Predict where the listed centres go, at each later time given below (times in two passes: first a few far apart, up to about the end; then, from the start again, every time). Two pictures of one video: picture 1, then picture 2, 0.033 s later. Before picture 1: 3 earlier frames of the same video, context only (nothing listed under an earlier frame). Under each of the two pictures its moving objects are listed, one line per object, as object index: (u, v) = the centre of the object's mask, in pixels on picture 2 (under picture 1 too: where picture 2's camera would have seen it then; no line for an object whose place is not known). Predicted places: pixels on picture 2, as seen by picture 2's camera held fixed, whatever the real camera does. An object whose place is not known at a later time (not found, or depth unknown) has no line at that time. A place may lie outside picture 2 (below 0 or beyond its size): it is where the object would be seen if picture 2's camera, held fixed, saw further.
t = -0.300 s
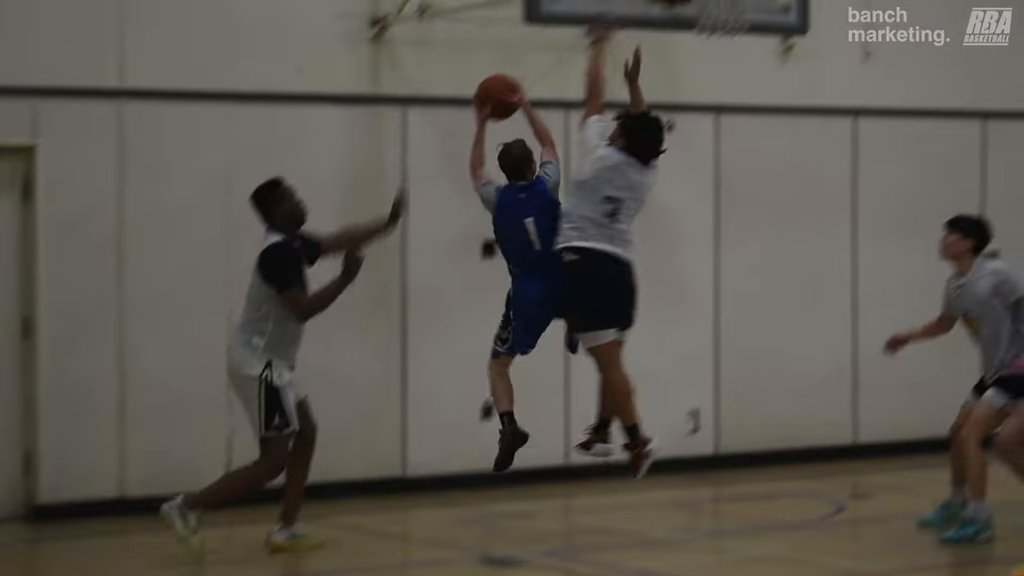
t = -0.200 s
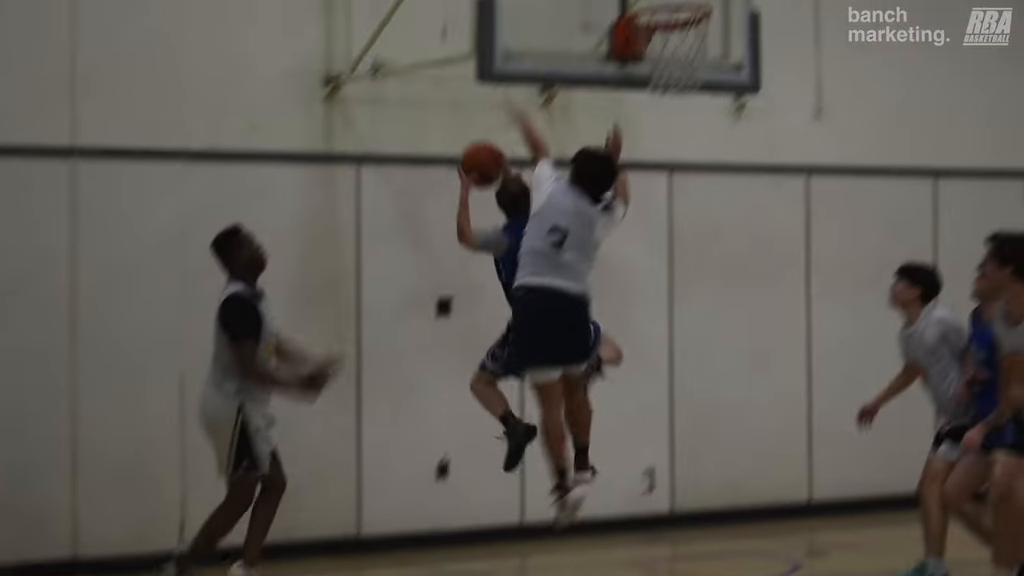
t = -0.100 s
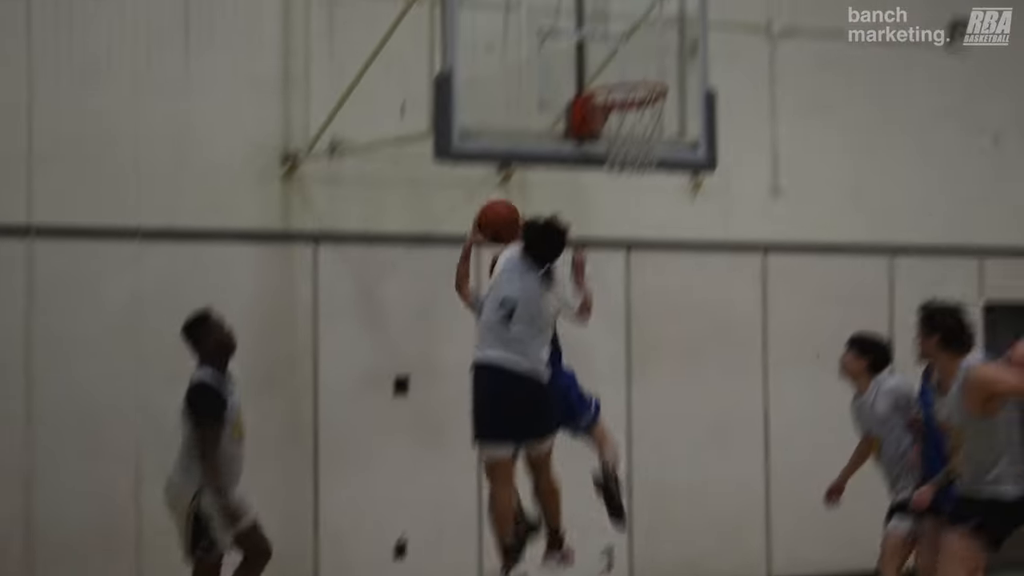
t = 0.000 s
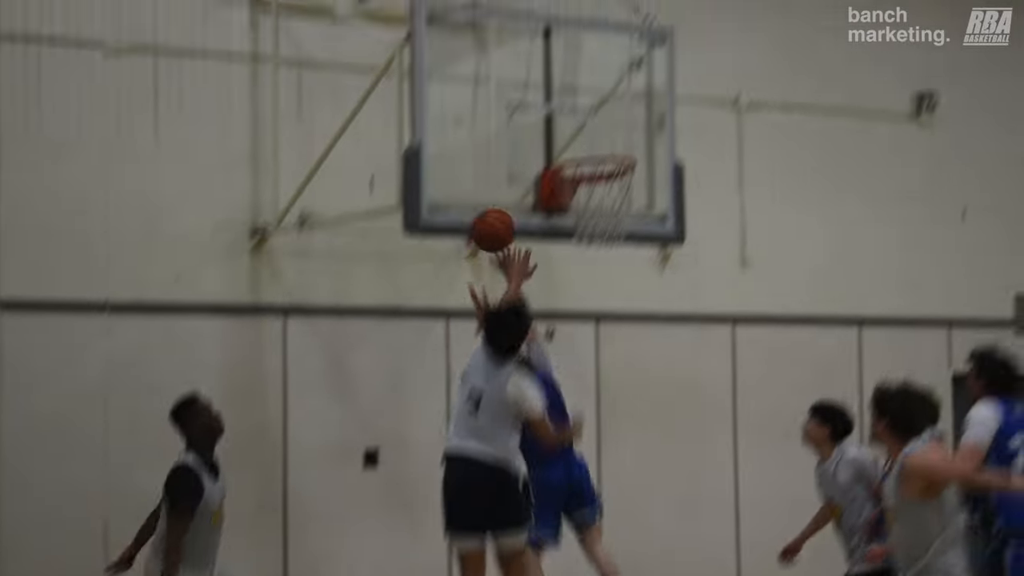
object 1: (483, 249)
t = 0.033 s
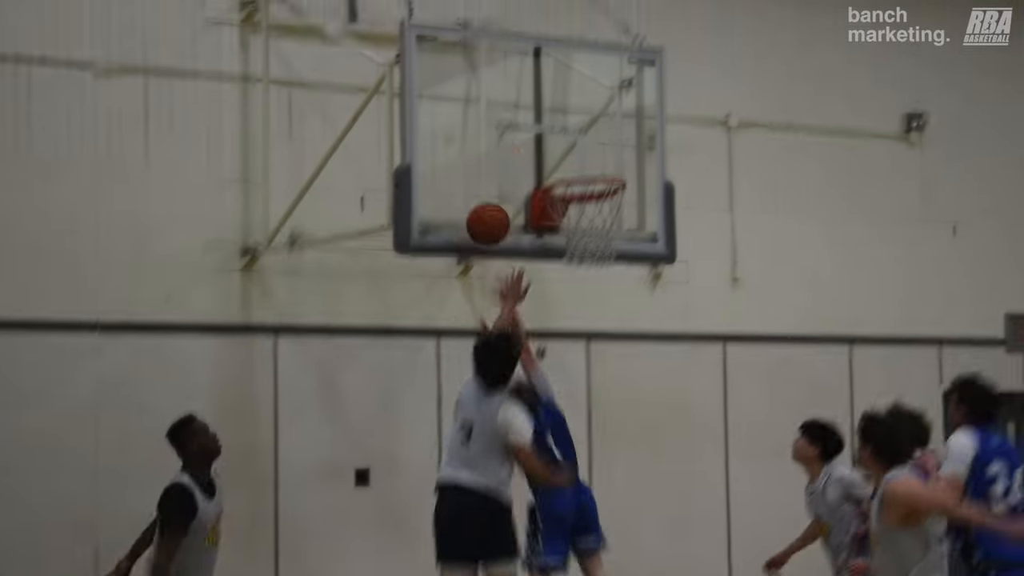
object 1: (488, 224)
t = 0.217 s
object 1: (518, 140)
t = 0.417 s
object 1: (570, 149)
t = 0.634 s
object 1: (597, 228)
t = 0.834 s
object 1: (579, 320)
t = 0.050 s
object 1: (490, 212)
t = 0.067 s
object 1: (492, 201)
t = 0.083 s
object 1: (494, 190)
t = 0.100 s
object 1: (496, 180)
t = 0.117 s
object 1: (498, 170)
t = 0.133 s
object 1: (500, 161)
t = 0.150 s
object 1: (502, 153)
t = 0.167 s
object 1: (506, 148)
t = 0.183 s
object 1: (510, 145)
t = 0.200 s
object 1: (514, 143)
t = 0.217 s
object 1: (518, 140)
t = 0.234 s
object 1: (522, 138)
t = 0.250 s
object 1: (527, 137)
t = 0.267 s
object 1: (531, 136)
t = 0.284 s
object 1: (535, 136)
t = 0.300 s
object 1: (540, 136)
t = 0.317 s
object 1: (544, 136)
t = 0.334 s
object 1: (548, 137)
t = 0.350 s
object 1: (553, 139)
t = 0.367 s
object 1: (557, 141)
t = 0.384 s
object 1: (561, 143)
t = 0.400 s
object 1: (566, 146)
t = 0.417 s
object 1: (570, 149)
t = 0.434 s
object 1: (574, 154)
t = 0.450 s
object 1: (579, 158)
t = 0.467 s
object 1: (583, 162)
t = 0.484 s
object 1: (587, 168)
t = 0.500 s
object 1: (592, 167)
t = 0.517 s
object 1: (597, 180)
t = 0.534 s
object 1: (601, 187)
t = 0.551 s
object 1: (602, 194)
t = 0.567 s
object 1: (602, 199)
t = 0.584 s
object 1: (602, 205)
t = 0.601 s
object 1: (600, 214)
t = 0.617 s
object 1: (598, 220)
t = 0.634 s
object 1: (597, 228)
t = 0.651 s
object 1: (596, 234)
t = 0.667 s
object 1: (594, 241)
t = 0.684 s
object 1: (592, 247)
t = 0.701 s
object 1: (590, 253)
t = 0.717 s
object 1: (589, 261)
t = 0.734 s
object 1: (588, 270)
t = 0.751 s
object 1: (586, 275)
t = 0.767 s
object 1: (585, 284)
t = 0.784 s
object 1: (583, 292)
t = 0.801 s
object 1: (582, 301)
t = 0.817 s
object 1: (581, 310)
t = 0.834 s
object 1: (579, 320)
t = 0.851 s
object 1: (578, 331)
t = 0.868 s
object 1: (577, 342)
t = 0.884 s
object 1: (575, 354)
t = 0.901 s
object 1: (574, 366)
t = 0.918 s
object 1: (573, 378)
